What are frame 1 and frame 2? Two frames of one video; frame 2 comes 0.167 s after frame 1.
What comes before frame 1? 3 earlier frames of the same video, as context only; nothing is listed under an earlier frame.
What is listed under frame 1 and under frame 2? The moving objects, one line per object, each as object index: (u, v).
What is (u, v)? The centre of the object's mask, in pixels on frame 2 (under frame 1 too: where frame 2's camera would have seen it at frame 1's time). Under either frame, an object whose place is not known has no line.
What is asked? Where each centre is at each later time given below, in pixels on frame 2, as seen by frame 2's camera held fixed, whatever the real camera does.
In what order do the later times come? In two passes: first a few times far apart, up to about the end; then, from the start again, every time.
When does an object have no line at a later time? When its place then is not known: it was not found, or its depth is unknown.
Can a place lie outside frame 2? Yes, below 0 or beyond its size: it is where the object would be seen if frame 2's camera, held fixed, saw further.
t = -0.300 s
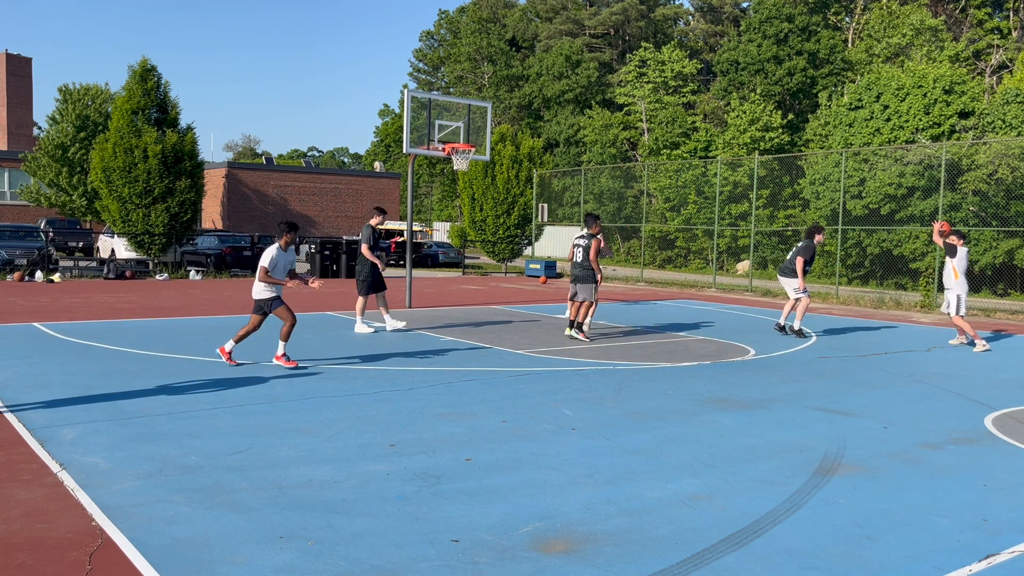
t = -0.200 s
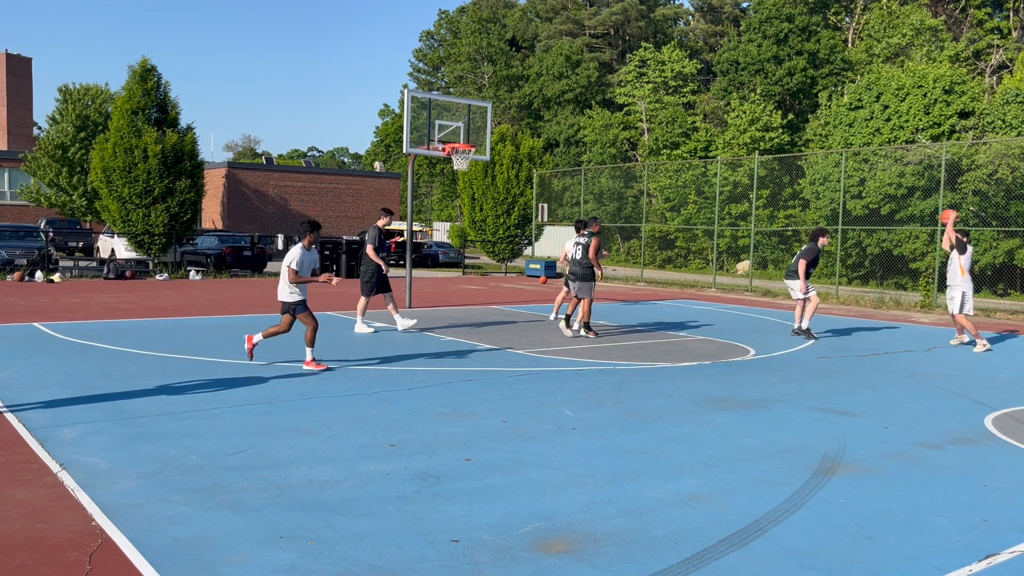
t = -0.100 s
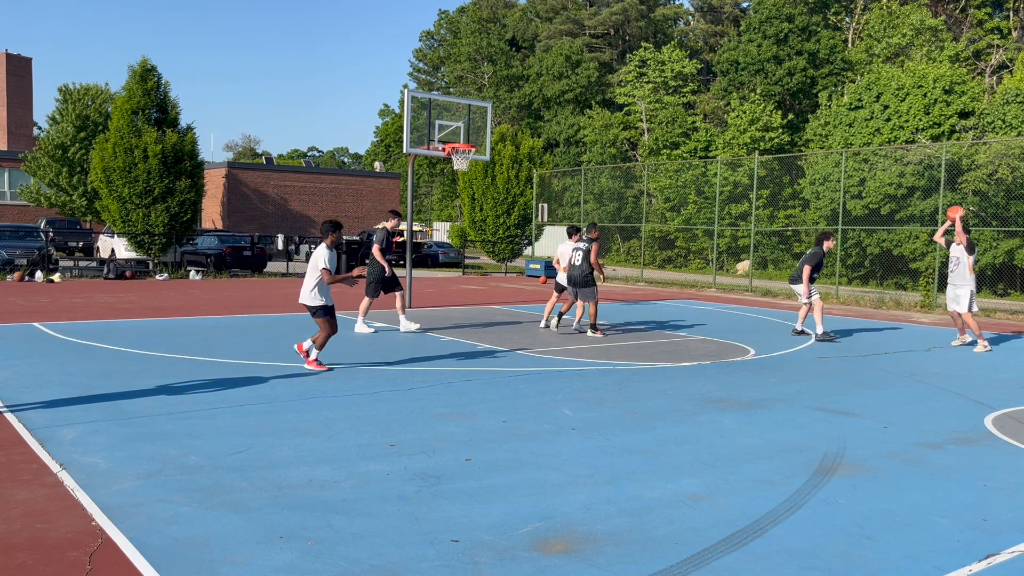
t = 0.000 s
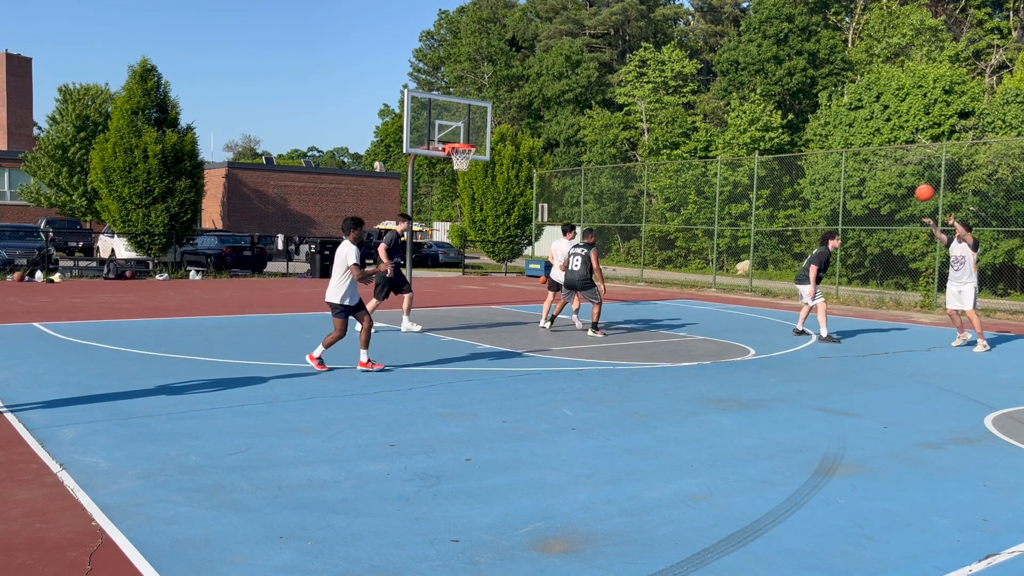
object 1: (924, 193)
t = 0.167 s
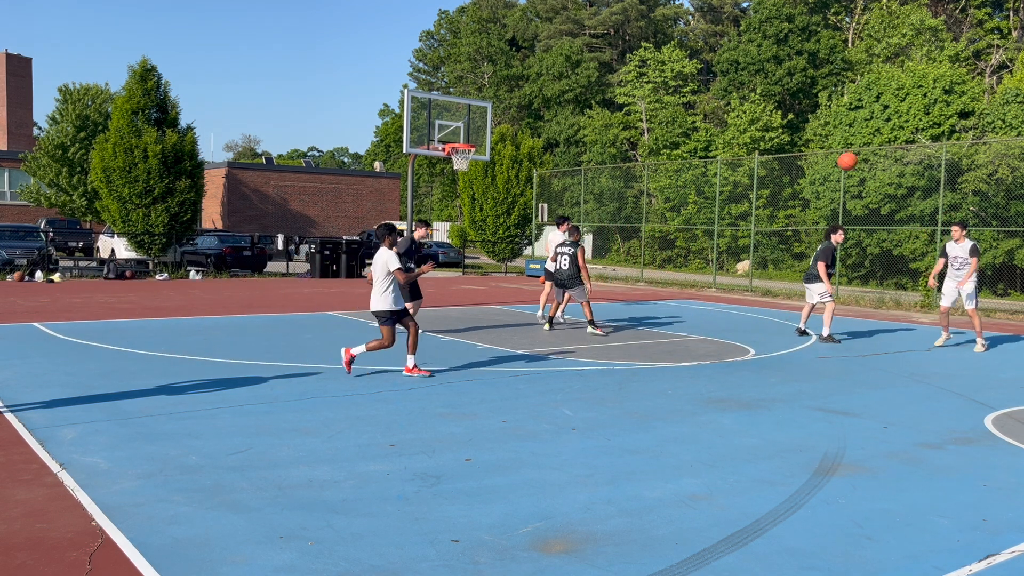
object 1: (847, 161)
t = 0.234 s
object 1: (813, 153)
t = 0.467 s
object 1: (675, 147)
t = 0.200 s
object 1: (830, 156)
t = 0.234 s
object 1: (813, 153)
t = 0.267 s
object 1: (795, 149)
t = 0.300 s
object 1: (777, 147)
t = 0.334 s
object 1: (758, 146)
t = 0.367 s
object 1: (738, 145)
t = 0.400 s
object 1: (717, 145)
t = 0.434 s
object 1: (697, 146)
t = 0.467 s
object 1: (675, 147)
